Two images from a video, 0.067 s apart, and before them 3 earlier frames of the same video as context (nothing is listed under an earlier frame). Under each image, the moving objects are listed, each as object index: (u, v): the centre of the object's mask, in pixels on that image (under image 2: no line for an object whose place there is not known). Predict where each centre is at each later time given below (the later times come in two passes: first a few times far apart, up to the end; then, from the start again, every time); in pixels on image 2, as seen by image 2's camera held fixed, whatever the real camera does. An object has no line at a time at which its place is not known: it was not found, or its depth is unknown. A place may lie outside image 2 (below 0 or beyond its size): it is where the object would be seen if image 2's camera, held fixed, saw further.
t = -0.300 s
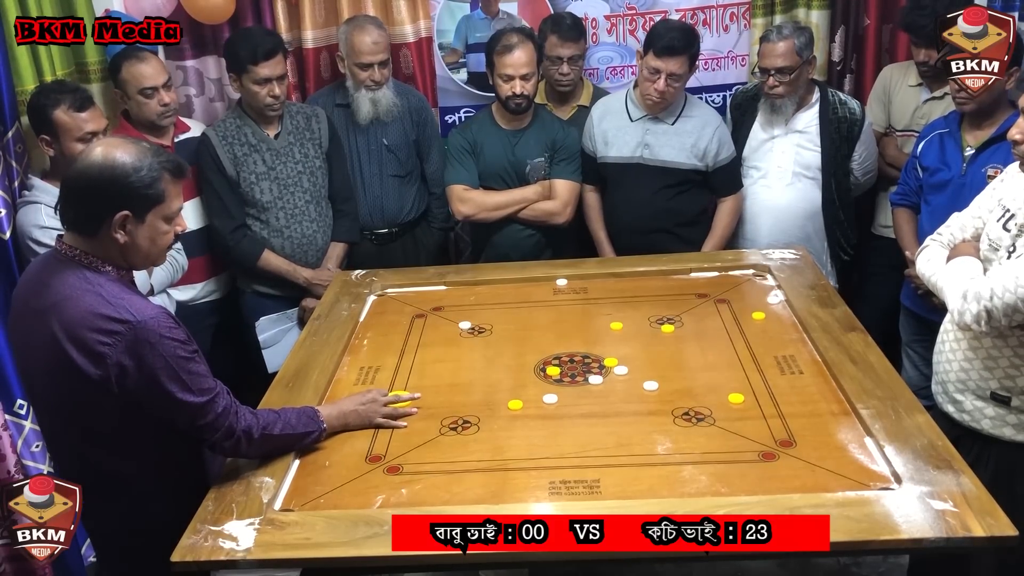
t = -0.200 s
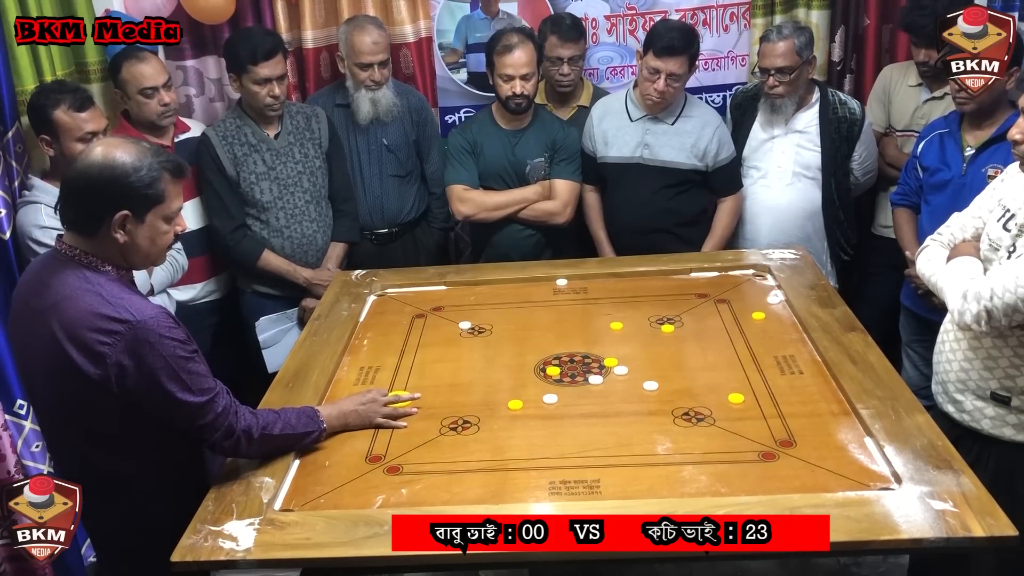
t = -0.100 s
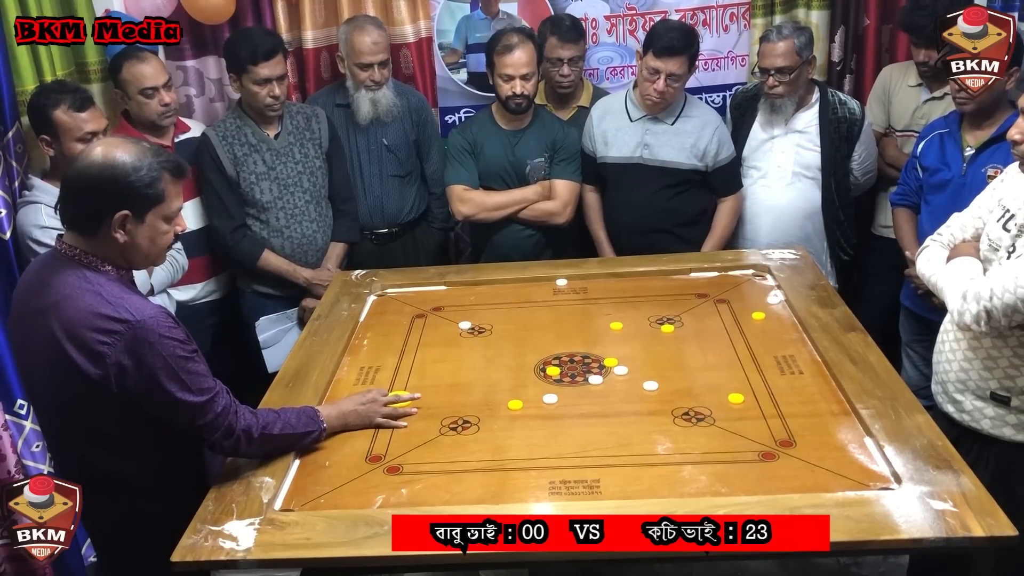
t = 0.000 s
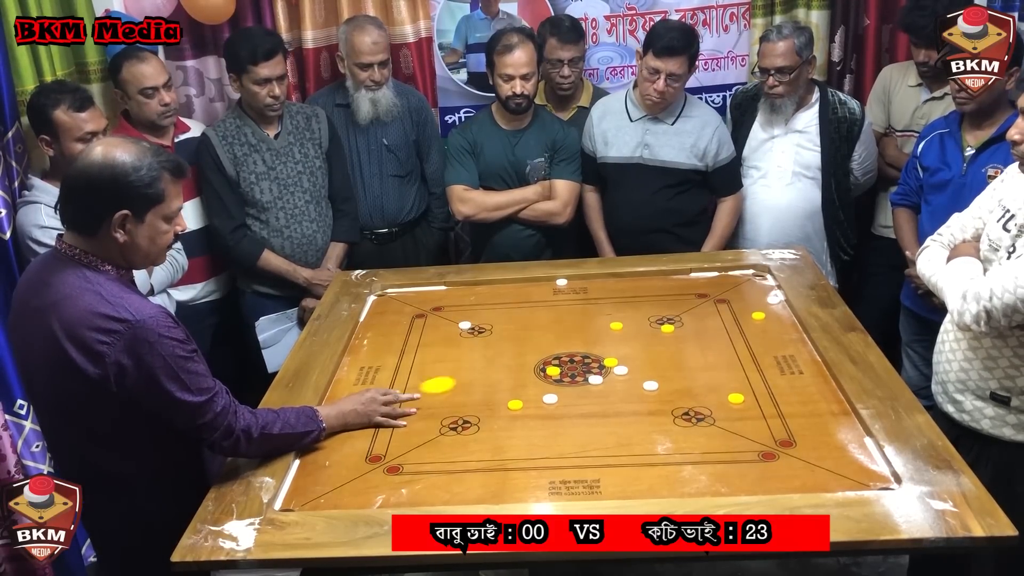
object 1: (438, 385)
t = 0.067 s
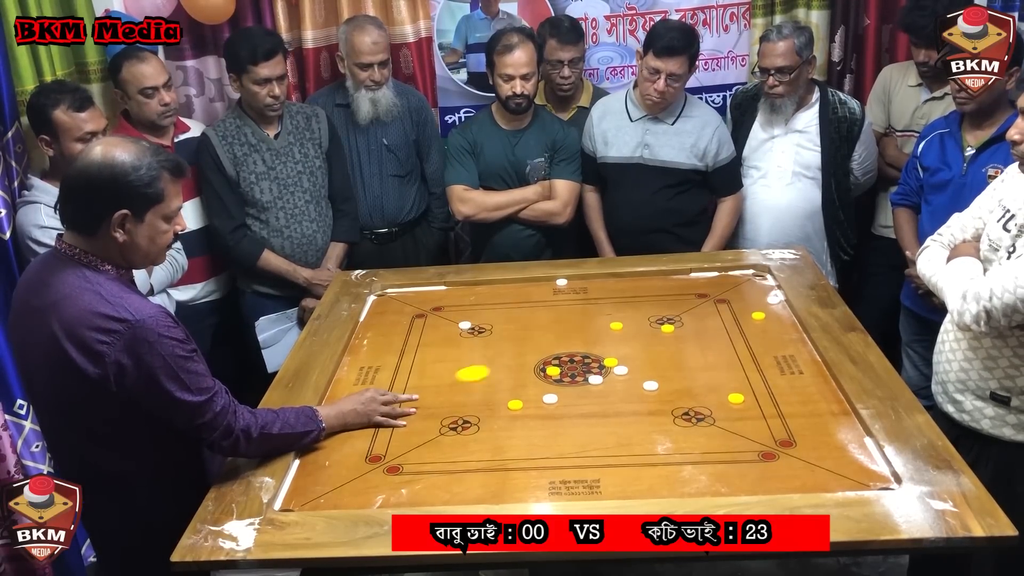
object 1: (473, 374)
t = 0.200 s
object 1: (534, 353)
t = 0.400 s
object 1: (607, 330)
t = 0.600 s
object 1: (647, 319)
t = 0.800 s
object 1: (676, 312)
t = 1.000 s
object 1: (694, 307)
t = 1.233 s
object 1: (701, 306)
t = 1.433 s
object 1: (701, 306)
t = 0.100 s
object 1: (489, 368)
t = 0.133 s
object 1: (505, 363)
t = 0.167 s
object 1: (520, 358)
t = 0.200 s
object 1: (534, 353)
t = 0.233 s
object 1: (548, 349)
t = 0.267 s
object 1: (561, 345)
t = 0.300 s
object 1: (574, 340)
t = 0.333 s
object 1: (586, 336)
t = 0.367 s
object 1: (598, 333)
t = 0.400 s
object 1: (607, 330)
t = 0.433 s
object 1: (615, 328)
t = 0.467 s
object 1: (621, 326)
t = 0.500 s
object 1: (628, 324)
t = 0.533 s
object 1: (635, 322)
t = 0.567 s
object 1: (641, 321)
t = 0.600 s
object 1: (647, 319)
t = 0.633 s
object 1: (652, 318)
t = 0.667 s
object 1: (658, 316)
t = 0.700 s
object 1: (663, 315)
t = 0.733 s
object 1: (668, 314)
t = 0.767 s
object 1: (672, 313)
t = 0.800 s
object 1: (676, 312)
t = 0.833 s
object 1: (680, 311)
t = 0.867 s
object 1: (683, 310)
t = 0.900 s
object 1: (686, 309)
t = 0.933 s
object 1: (689, 308)
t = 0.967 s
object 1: (692, 308)
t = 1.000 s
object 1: (694, 307)
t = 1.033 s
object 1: (696, 307)
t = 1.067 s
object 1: (698, 307)
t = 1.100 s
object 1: (699, 306)
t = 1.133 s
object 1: (700, 306)
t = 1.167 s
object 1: (700, 306)
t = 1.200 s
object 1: (701, 306)
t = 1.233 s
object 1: (701, 306)
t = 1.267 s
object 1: (701, 306)
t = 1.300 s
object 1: (701, 306)
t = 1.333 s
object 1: (701, 306)
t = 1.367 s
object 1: (701, 306)
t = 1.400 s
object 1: (701, 306)
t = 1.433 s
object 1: (701, 306)
